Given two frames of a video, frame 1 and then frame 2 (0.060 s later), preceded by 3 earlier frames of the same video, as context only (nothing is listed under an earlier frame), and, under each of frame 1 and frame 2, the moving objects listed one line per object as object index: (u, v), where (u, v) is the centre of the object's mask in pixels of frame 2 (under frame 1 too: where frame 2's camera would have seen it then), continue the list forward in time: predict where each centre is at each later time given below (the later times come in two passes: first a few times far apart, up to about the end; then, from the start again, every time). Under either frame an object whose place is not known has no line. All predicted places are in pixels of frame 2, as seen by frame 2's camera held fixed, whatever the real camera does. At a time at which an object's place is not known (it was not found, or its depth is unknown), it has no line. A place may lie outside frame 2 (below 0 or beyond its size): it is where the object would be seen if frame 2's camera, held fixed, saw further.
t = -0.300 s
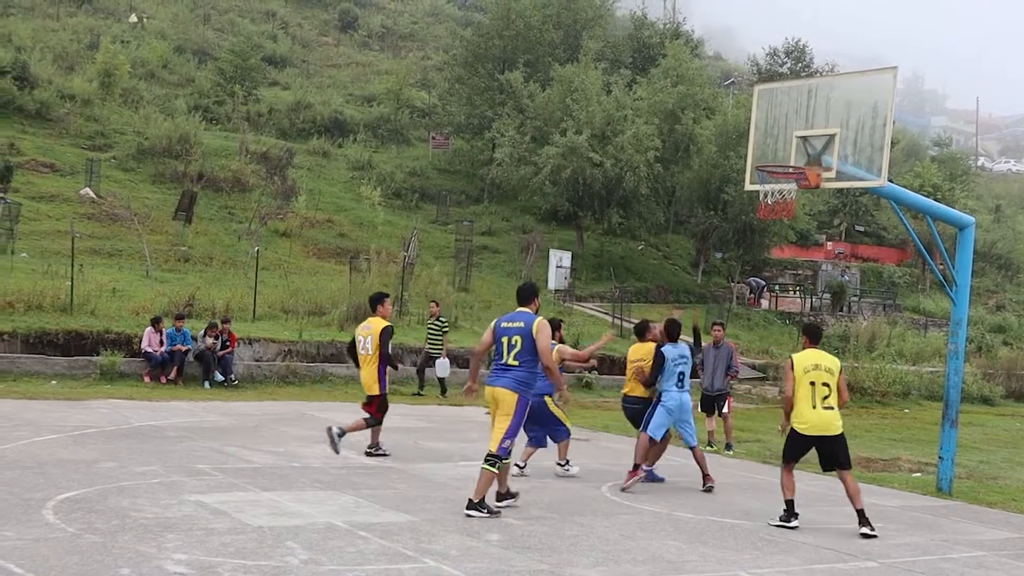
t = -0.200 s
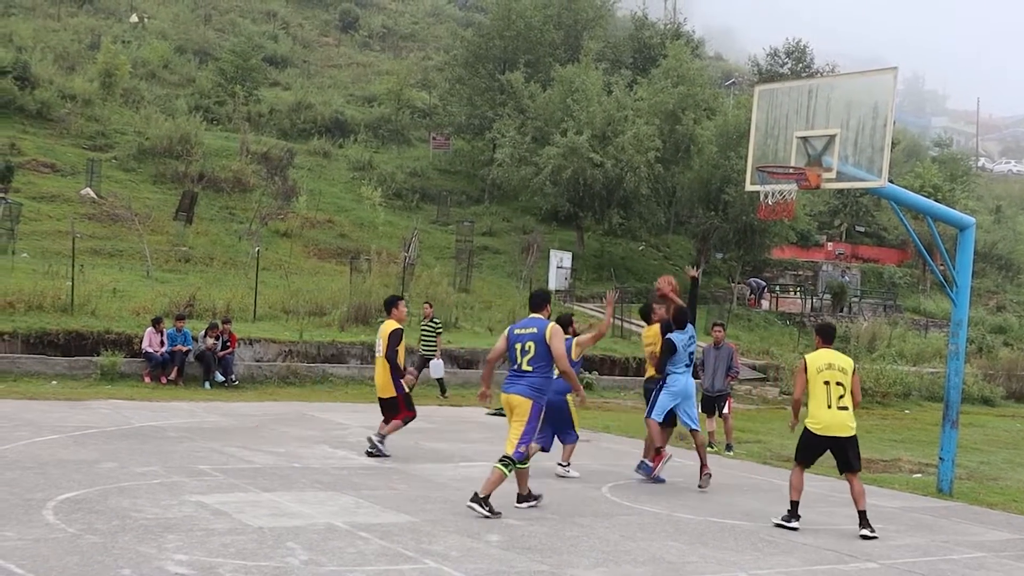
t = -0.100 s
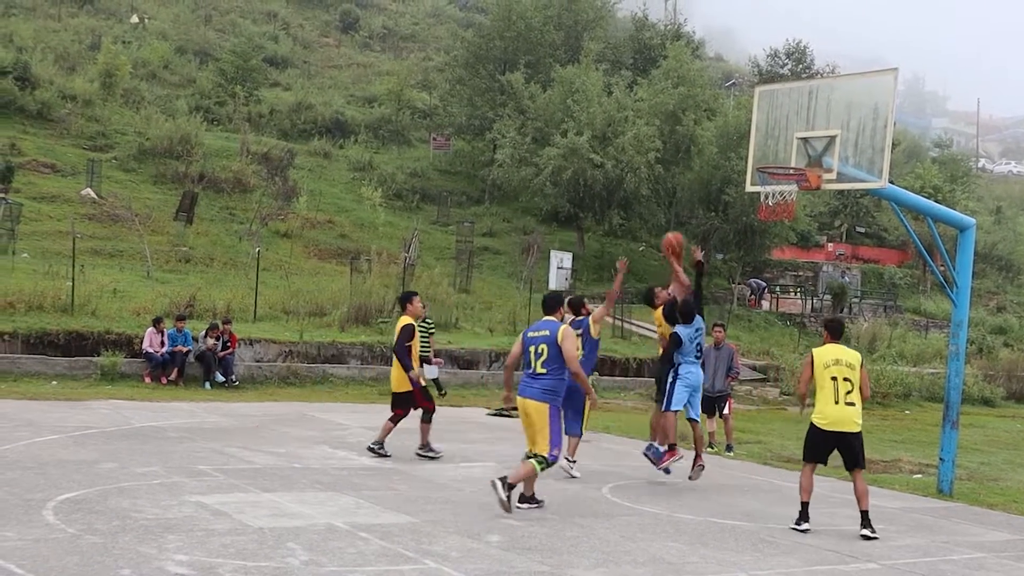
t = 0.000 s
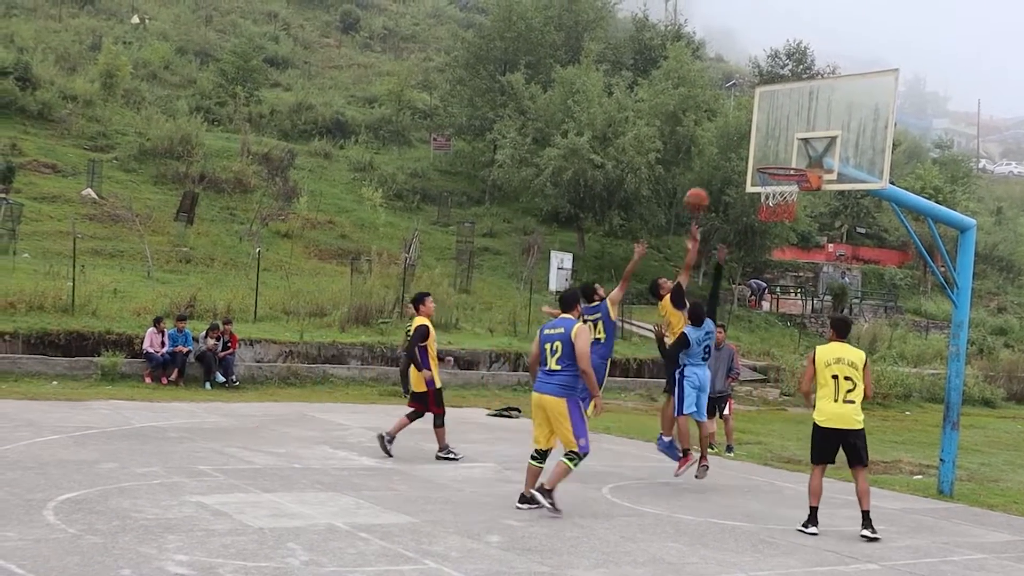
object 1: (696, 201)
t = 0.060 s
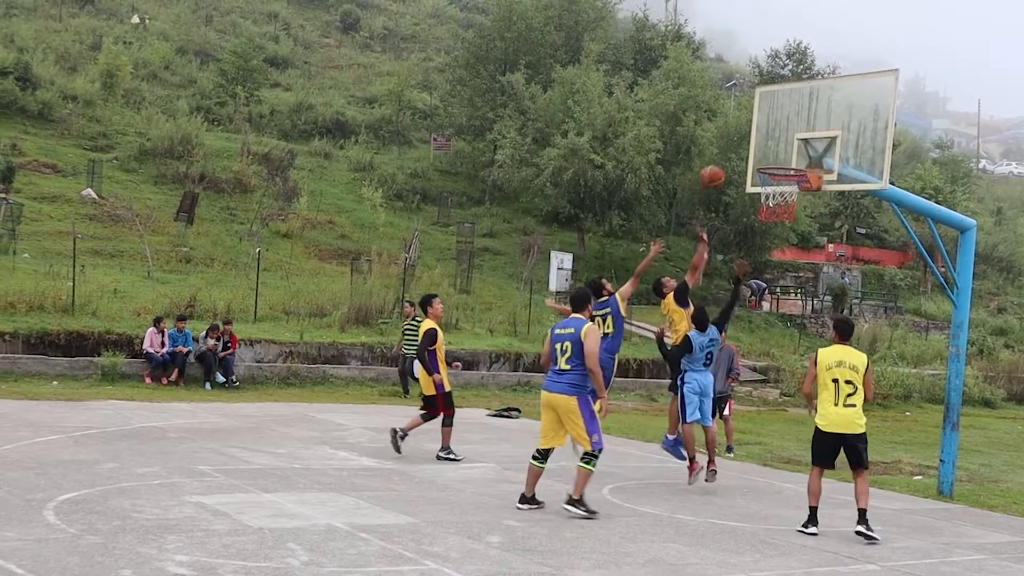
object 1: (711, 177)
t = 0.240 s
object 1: (755, 131)
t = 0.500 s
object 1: (779, 127)
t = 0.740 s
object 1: (780, 185)
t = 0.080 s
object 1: (717, 170)
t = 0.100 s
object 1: (722, 164)
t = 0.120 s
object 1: (725, 158)
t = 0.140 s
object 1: (731, 152)
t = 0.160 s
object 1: (735, 147)
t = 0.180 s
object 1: (740, 143)
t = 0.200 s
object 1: (745, 138)
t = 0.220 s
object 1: (750, 134)
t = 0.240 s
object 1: (755, 131)
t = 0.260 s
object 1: (760, 128)
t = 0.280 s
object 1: (763, 125)
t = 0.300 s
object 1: (768, 123)
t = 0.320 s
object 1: (773, 120)
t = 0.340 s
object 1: (777, 119)
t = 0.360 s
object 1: (778, 118)
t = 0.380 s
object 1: (779, 118)
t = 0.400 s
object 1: (779, 119)
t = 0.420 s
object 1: (779, 119)
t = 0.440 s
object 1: (779, 120)
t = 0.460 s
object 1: (779, 122)
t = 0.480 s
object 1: (779, 125)
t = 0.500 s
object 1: (779, 127)
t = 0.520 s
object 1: (779, 130)
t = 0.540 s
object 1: (779, 134)
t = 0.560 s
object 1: (779, 138)
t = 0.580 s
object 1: (778, 141)
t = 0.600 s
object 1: (778, 146)
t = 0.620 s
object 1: (778, 151)
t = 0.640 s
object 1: (777, 156)
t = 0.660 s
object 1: (777, 163)
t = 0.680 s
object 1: (776, 170)
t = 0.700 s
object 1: (777, 176)
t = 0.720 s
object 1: (778, 181)
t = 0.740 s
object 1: (780, 185)
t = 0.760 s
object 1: (779, 196)
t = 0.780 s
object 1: (783, 203)
